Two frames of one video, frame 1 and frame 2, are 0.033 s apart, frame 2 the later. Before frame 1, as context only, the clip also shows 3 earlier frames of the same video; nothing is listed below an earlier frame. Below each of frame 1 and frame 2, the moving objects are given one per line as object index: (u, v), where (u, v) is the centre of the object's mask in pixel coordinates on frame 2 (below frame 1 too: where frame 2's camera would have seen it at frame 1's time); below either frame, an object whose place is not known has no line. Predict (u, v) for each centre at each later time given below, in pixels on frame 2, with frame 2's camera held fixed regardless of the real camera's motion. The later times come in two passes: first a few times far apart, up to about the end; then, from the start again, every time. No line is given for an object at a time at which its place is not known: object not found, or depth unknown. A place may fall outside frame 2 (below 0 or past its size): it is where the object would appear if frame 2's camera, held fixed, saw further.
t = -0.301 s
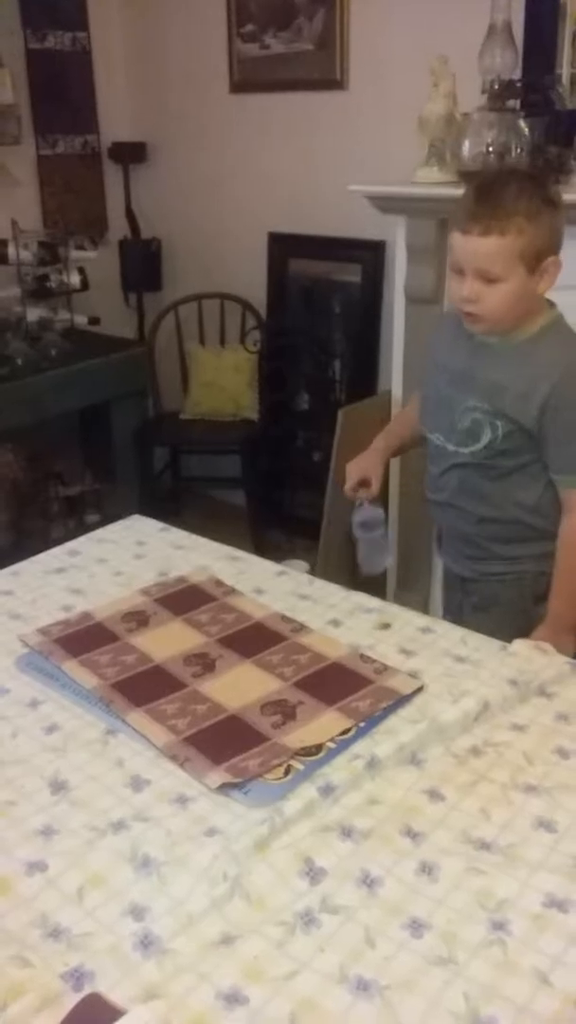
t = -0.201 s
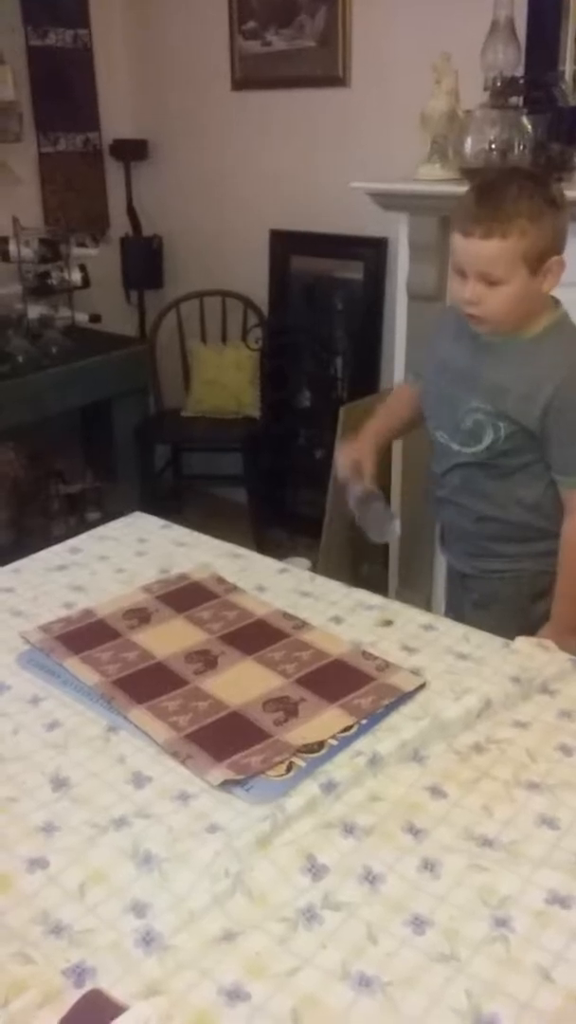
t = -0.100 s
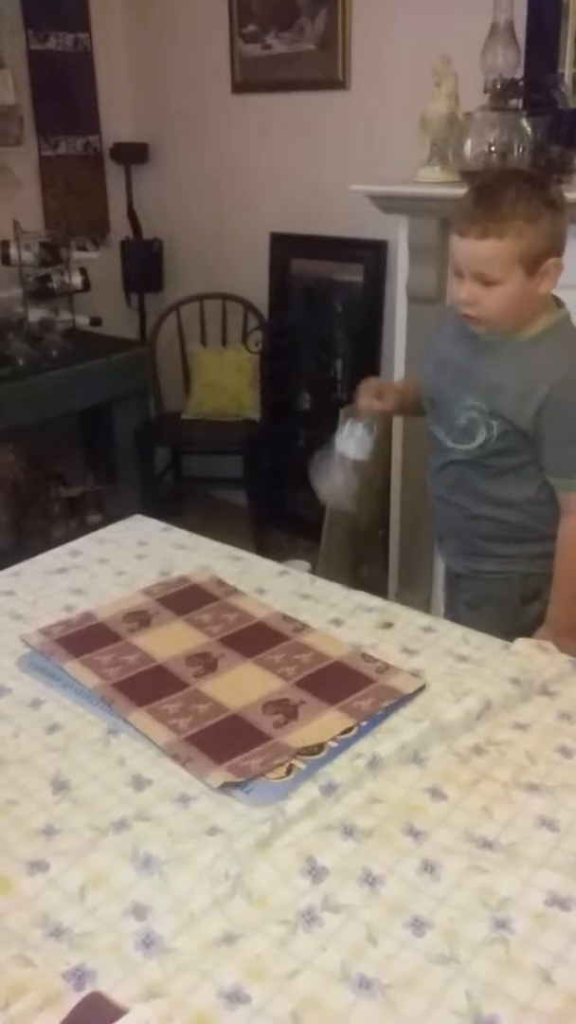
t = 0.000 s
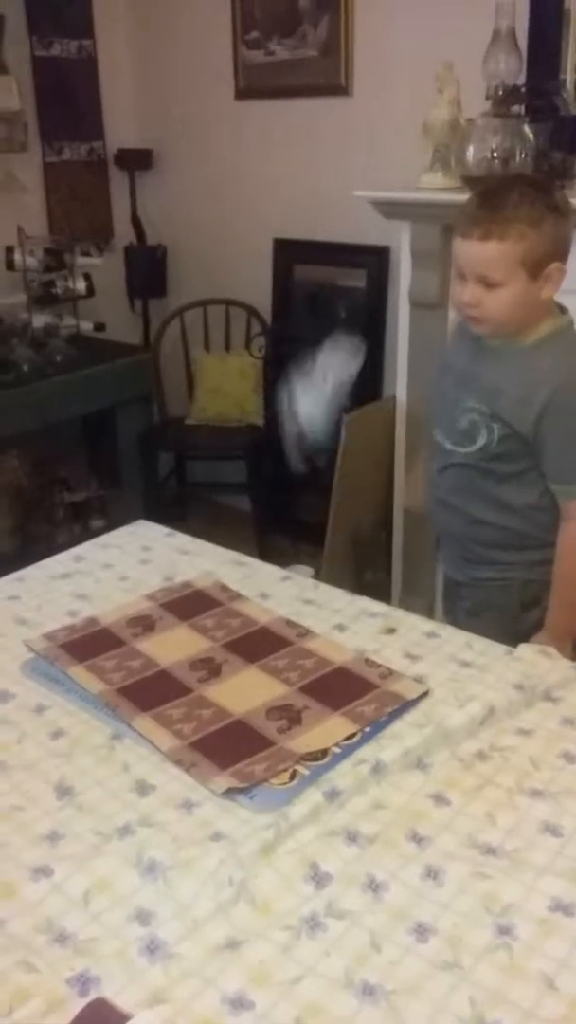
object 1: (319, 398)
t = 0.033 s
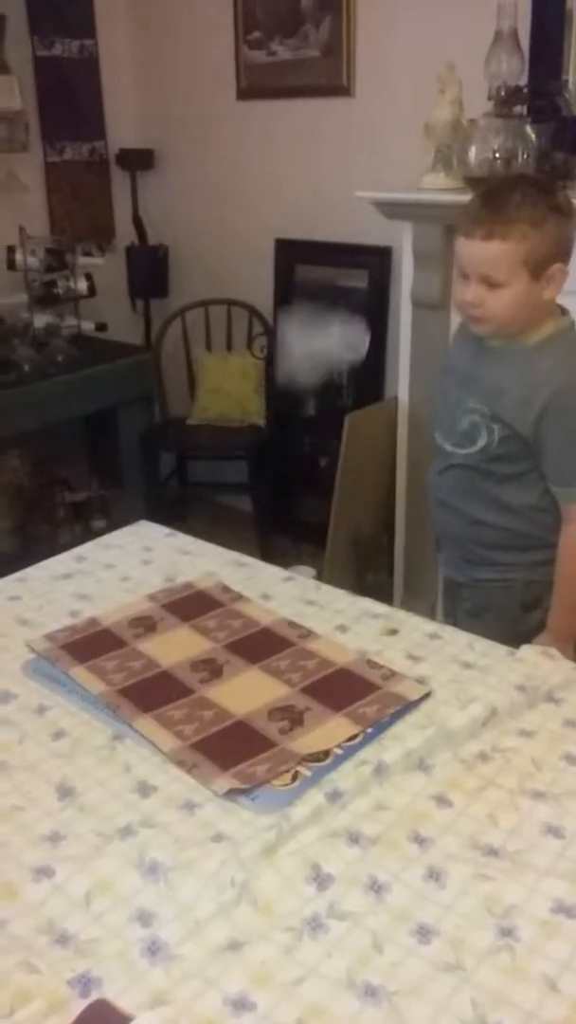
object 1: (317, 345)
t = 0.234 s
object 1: (334, 292)
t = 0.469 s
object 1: (330, 602)
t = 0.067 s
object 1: (320, 305)
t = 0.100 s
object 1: (324, 284)
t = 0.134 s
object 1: (328, 272)
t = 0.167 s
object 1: (330, 271)
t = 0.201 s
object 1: (333, 278)
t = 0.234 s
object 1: (334, 292)
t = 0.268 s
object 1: (334, 321)
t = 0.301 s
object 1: (336, 348)
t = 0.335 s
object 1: (335, 388)
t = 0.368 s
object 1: (334, 438)
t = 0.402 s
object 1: (334, 493)
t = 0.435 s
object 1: (333, 546)
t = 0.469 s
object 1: (330, 602)
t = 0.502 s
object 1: (326, 621)
